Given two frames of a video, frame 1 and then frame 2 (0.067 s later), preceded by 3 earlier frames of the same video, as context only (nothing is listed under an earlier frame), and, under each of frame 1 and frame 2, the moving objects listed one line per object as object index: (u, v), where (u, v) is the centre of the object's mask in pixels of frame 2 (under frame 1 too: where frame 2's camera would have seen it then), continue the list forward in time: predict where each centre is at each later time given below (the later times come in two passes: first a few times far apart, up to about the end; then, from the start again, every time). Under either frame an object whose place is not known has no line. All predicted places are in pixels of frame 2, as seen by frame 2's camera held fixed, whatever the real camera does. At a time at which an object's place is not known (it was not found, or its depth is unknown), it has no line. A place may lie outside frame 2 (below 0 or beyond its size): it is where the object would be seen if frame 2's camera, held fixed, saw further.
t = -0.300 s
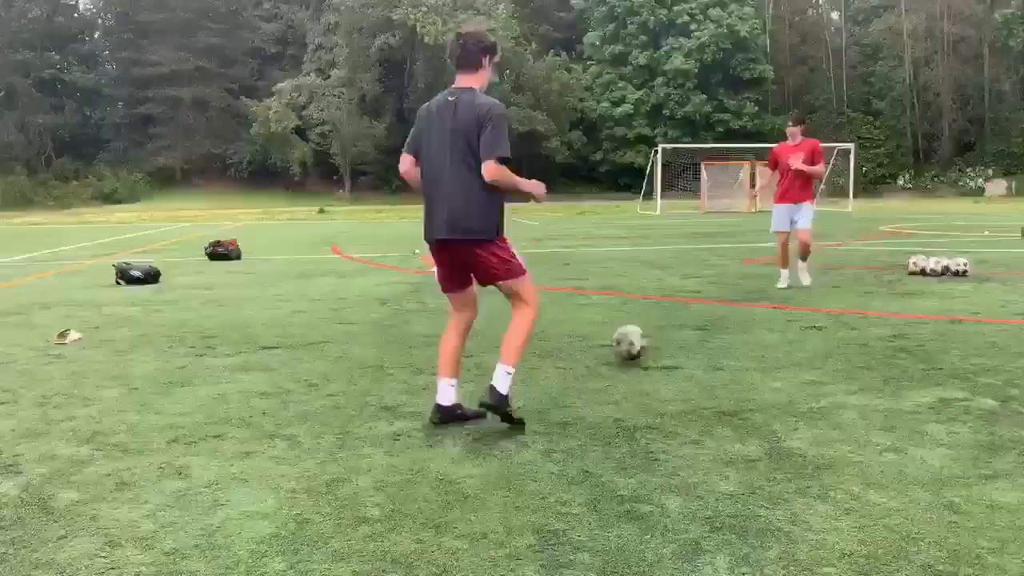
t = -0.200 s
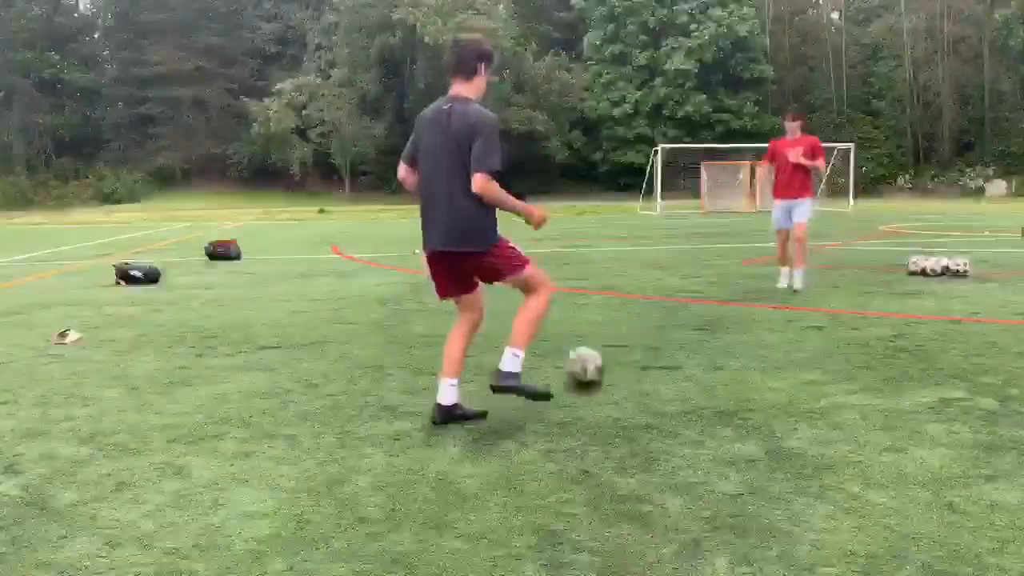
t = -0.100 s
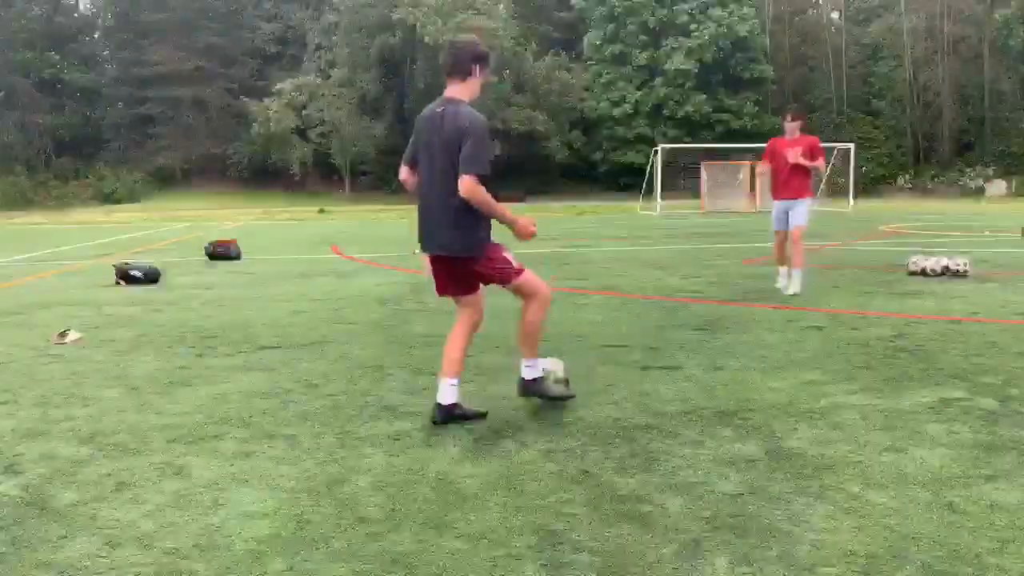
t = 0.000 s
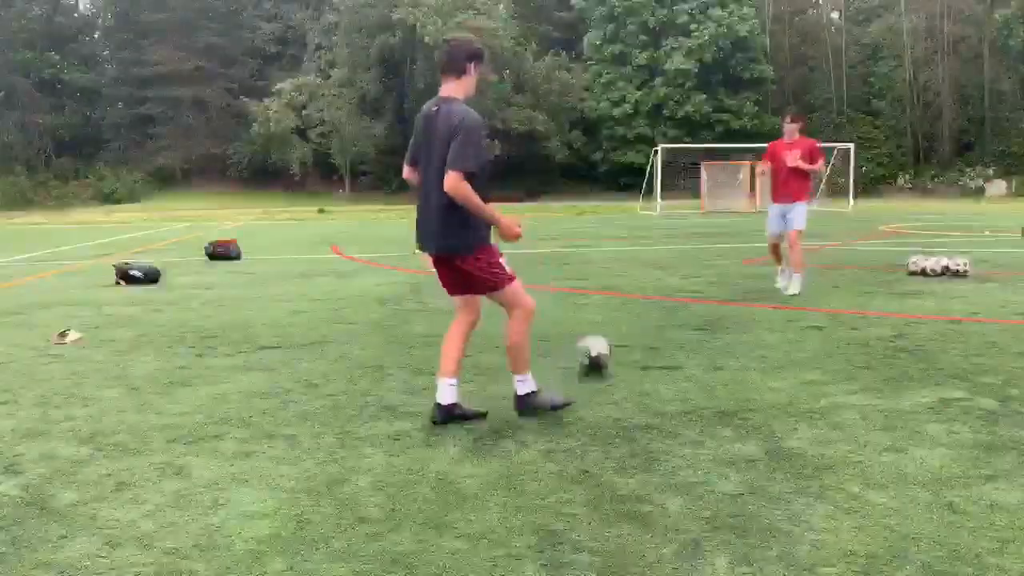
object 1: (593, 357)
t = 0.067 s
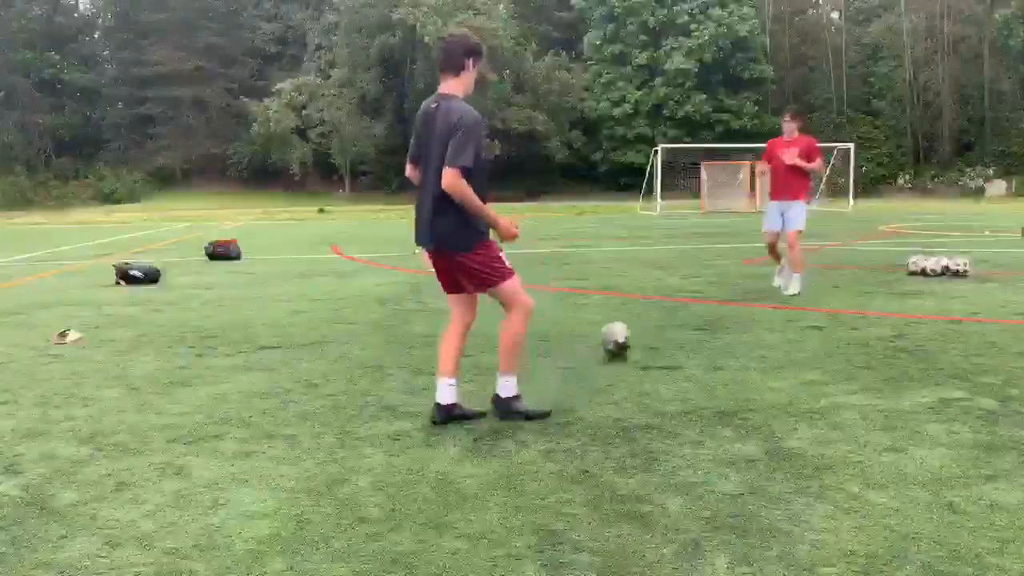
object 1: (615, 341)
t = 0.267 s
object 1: (663, 313)
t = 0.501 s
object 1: (694, 294)
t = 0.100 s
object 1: (626, 334)
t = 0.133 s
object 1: (635, 330)
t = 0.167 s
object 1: (642, 322)
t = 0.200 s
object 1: (649, 320)
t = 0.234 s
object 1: (656, 316)
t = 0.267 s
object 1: (663, 313)
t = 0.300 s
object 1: (669, 309)
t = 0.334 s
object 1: (675, 306)
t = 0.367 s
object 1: (680, 303)
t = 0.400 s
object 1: (682, 302)
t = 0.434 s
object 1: (688, 299)
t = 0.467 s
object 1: (691, 296)
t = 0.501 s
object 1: (694, 294)
